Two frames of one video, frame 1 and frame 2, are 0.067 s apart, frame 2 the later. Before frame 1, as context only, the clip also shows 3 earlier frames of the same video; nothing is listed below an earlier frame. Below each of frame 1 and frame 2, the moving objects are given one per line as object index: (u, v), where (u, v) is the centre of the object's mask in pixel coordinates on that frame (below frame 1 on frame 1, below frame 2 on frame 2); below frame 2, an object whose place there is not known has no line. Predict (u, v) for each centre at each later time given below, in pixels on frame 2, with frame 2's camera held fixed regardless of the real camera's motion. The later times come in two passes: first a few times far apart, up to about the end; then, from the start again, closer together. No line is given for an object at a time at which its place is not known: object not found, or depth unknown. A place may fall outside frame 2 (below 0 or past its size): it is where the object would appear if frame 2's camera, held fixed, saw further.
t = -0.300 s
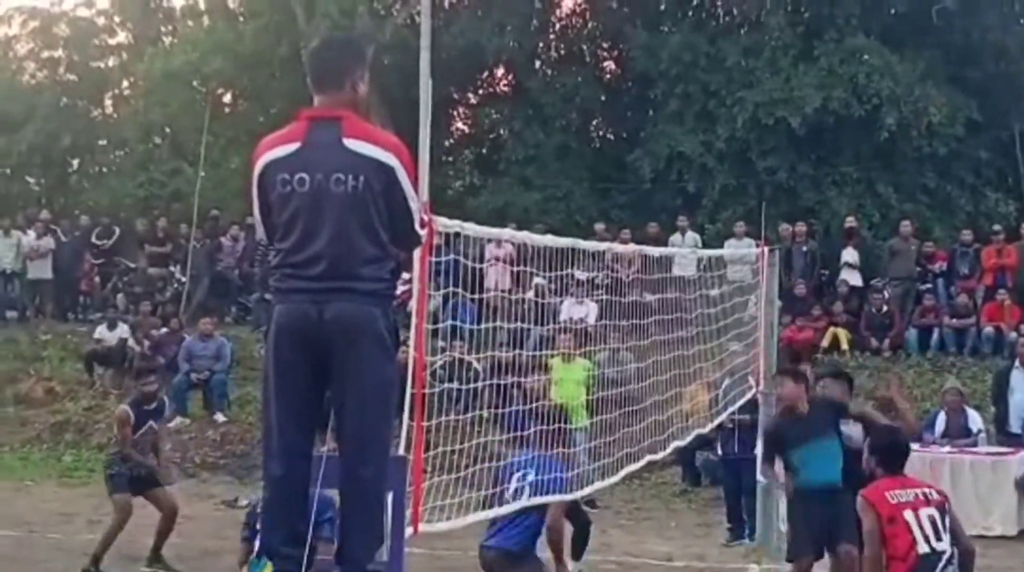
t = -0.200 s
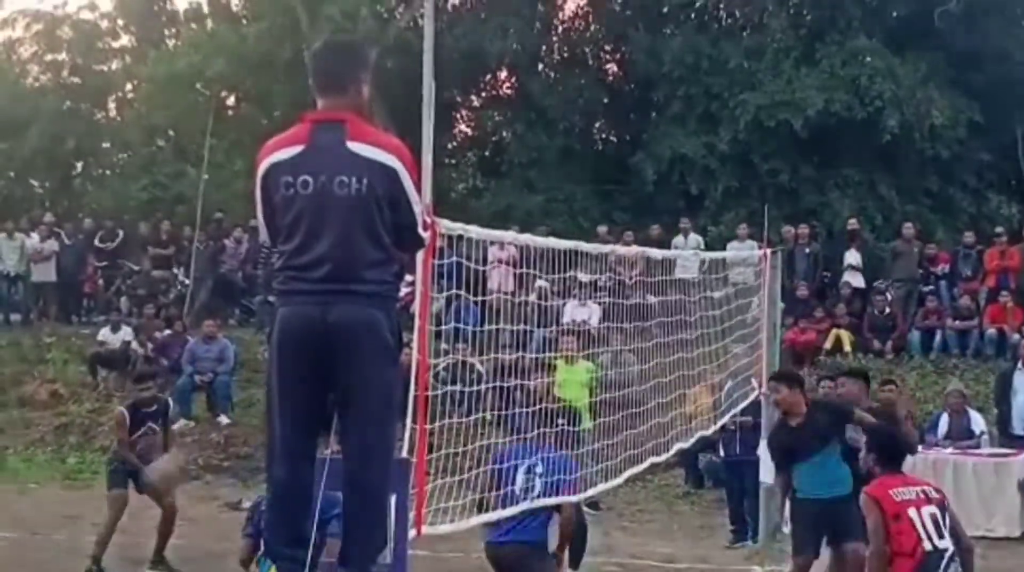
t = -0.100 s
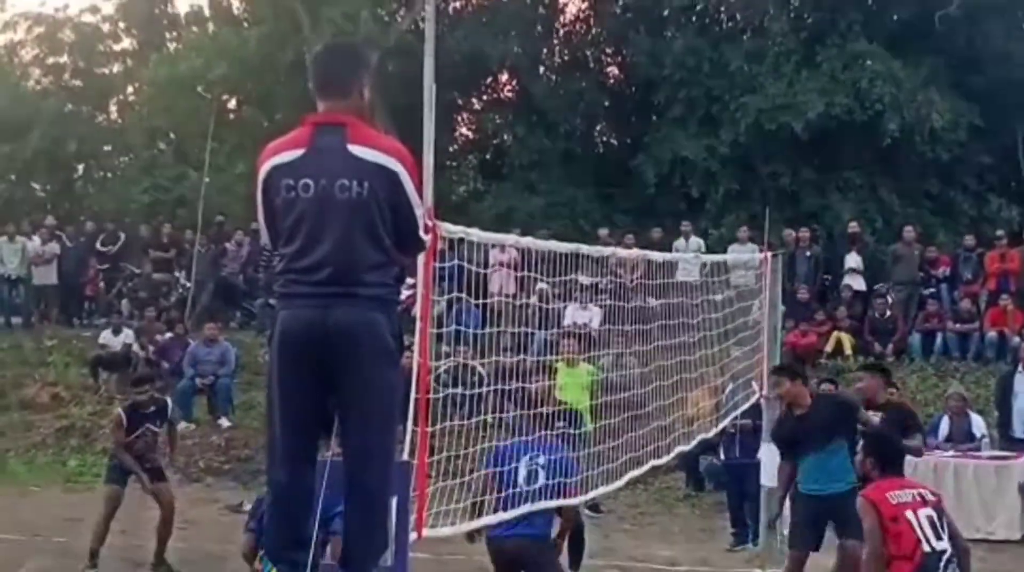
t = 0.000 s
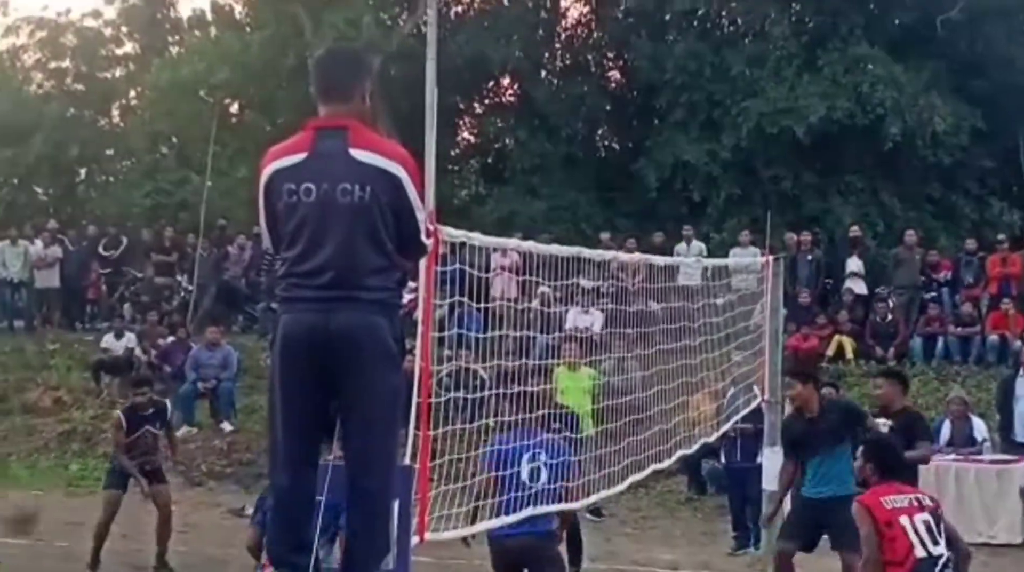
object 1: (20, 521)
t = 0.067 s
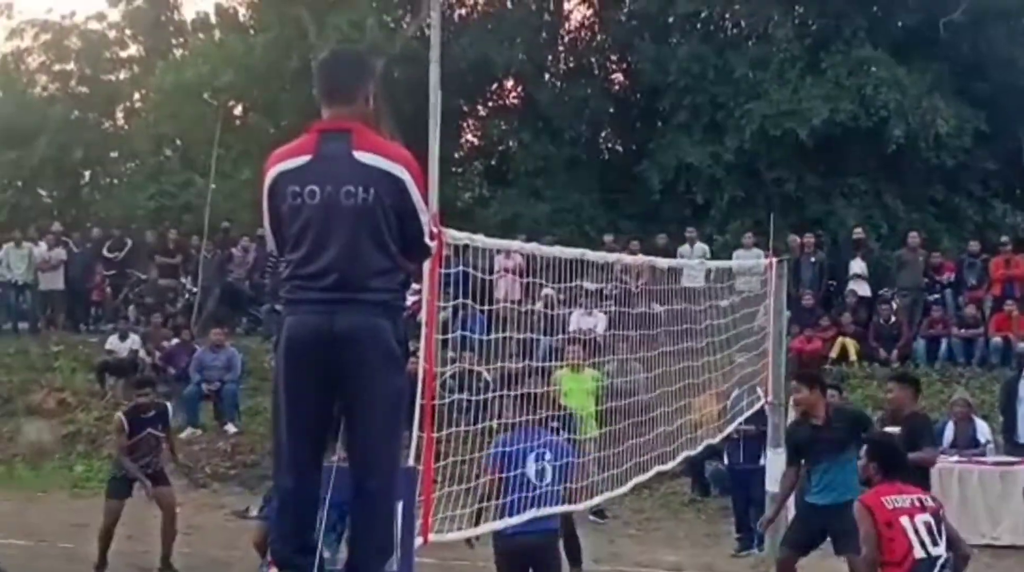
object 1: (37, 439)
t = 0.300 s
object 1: (70, 250)
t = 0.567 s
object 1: (95, 146)
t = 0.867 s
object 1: (122, 167)
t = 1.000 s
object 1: (135, 228)
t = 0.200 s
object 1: (56, 322)
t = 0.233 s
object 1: (59, 303)
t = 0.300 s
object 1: (70, 250)
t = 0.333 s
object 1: (71, 228)
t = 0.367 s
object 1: (75, 213)
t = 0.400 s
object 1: (77, 195)
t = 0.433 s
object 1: (82, 181)
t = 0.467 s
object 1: (85, 170)
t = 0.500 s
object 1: (88, 159)
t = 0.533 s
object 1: (91, 151)
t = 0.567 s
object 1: (95, 146)
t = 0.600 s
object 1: (96, 143)
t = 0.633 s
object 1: (100, 139)
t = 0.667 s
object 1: (103, 136)
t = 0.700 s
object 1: (107, 136)
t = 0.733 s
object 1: (109, 139)
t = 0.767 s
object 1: (112, 142)
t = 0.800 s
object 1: (117, 148)
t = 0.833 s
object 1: (119, 155)
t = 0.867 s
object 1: (122, 167)
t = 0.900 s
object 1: (125, 179)
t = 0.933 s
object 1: (129, 193)
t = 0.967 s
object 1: (132, 211)
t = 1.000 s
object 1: (135, 228)
